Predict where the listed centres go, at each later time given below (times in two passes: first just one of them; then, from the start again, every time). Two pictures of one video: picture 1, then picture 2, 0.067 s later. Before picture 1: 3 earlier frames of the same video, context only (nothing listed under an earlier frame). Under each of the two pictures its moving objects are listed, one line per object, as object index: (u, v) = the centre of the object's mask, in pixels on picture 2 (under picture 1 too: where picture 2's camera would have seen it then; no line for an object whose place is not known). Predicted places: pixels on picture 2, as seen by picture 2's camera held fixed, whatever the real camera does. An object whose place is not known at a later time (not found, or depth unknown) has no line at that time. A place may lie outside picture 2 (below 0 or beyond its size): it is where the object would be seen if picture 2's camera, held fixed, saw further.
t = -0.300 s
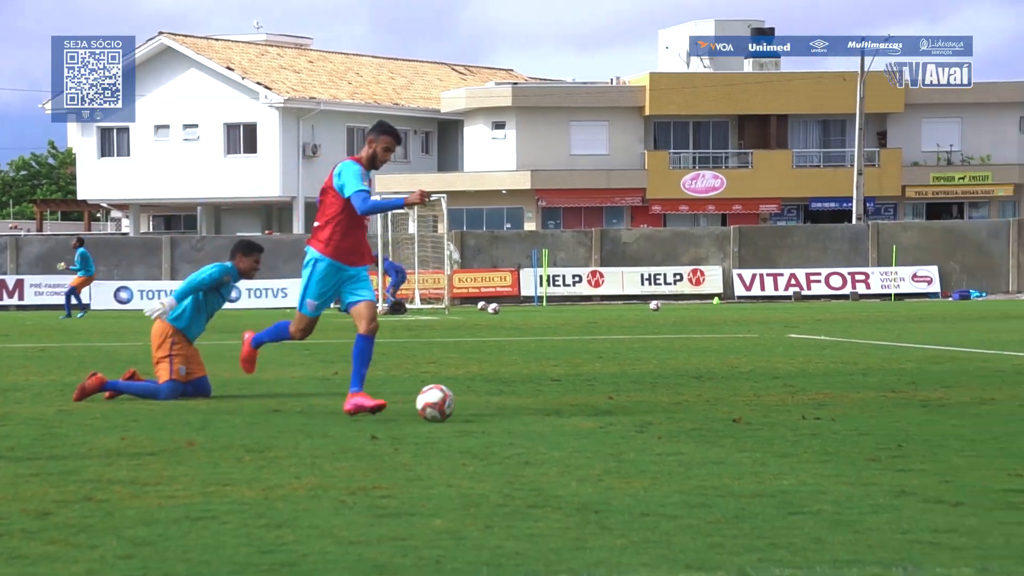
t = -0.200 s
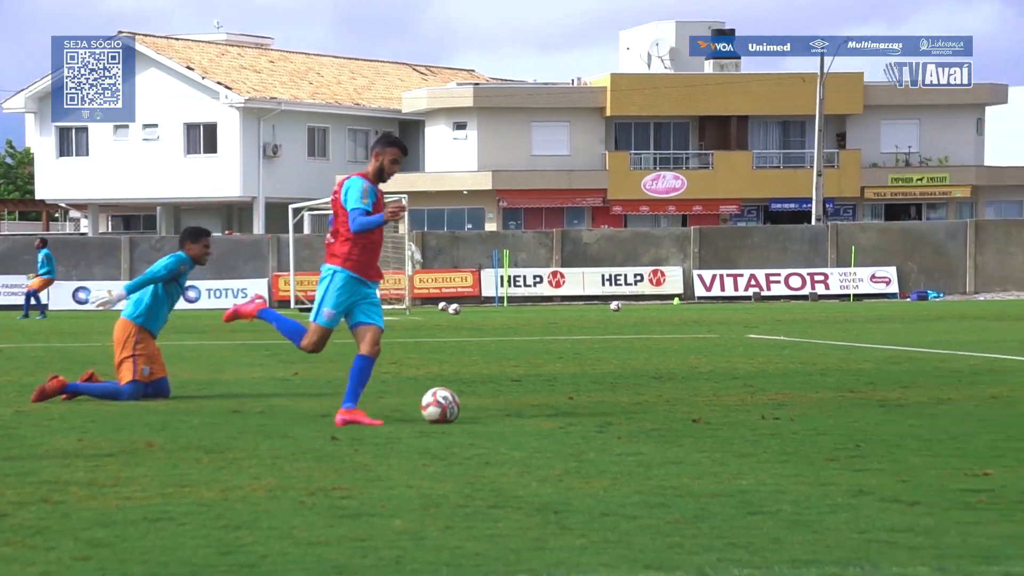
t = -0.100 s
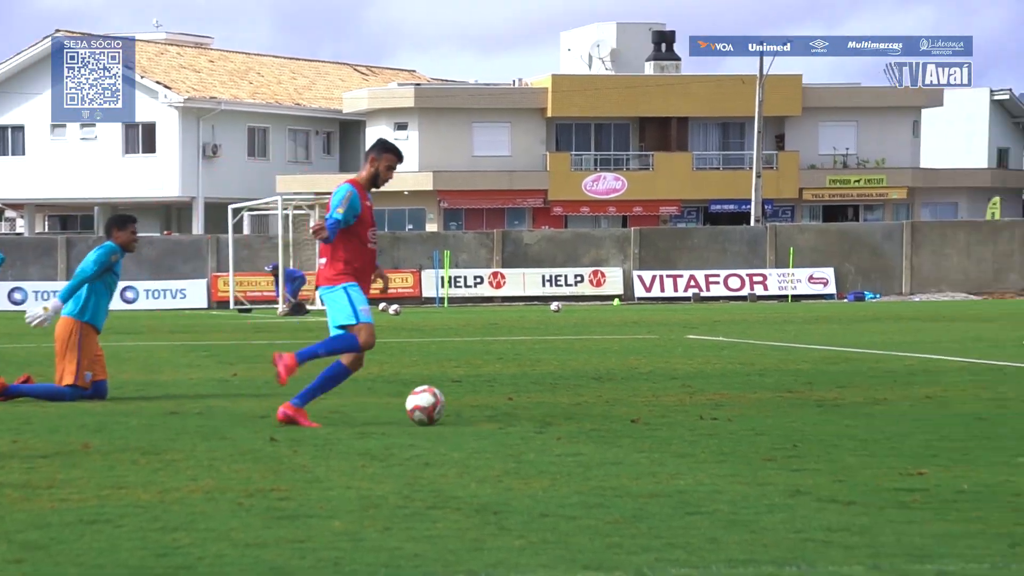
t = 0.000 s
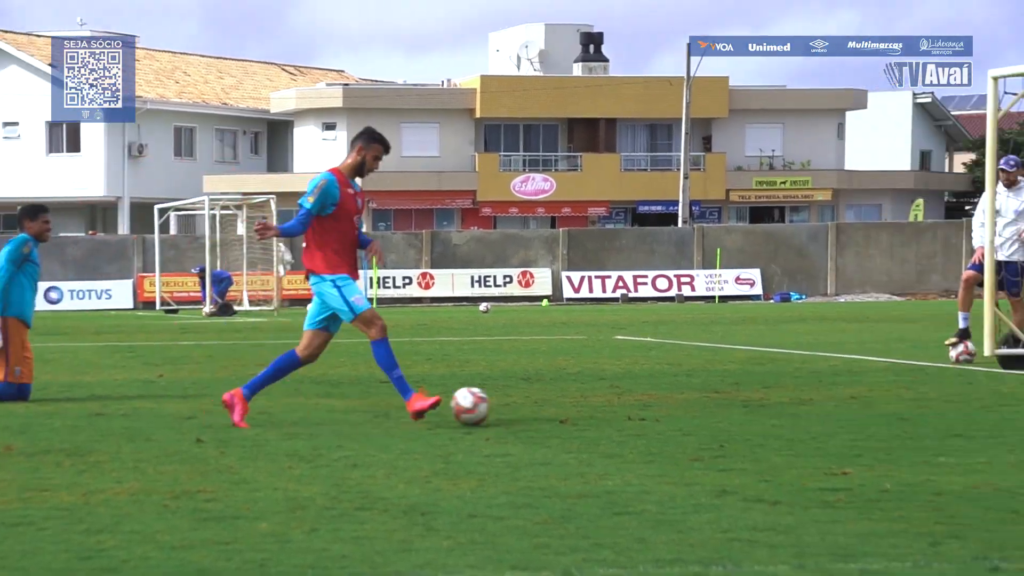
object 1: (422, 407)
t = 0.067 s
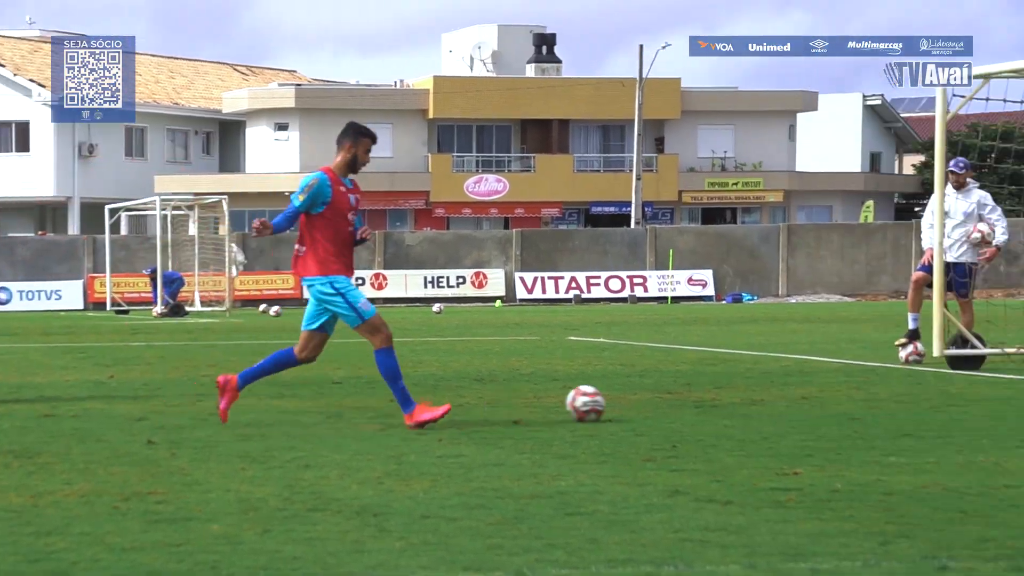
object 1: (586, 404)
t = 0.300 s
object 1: (1068, 395)
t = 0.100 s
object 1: (659, 401)
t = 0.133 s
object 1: (732, 399)
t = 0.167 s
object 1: (802, 398)
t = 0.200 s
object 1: (871, 397)
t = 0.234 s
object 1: (937, 396)
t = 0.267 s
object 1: (1003, 395)
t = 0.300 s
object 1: (1068, 395)
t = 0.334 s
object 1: (1133, 394)
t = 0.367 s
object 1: (1197, 394)
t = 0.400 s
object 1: (1261, 395)
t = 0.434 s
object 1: (1323, 395)
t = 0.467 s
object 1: (1384, 395)
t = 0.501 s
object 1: (1447, 395)
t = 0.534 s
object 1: (1510, 397)
